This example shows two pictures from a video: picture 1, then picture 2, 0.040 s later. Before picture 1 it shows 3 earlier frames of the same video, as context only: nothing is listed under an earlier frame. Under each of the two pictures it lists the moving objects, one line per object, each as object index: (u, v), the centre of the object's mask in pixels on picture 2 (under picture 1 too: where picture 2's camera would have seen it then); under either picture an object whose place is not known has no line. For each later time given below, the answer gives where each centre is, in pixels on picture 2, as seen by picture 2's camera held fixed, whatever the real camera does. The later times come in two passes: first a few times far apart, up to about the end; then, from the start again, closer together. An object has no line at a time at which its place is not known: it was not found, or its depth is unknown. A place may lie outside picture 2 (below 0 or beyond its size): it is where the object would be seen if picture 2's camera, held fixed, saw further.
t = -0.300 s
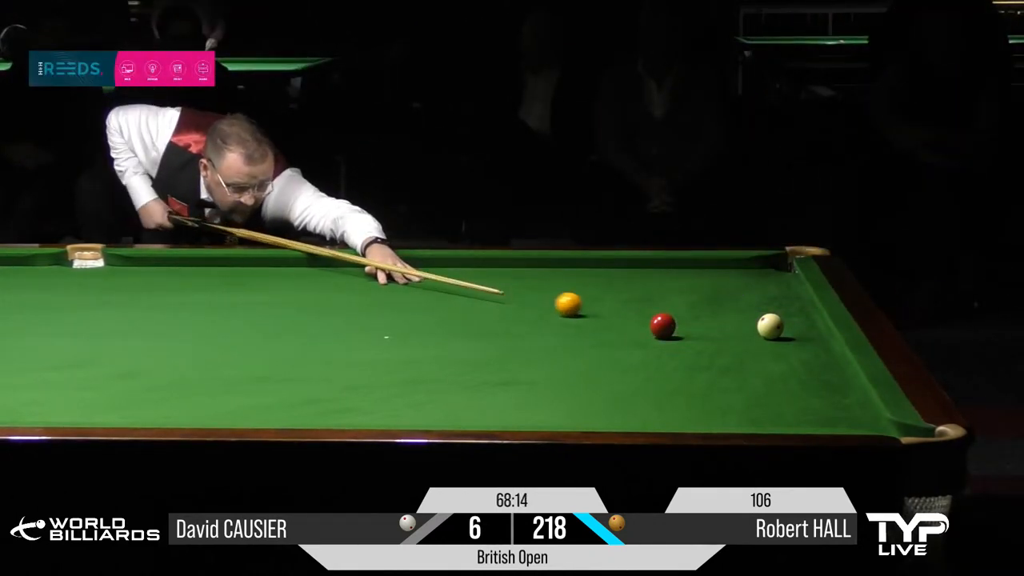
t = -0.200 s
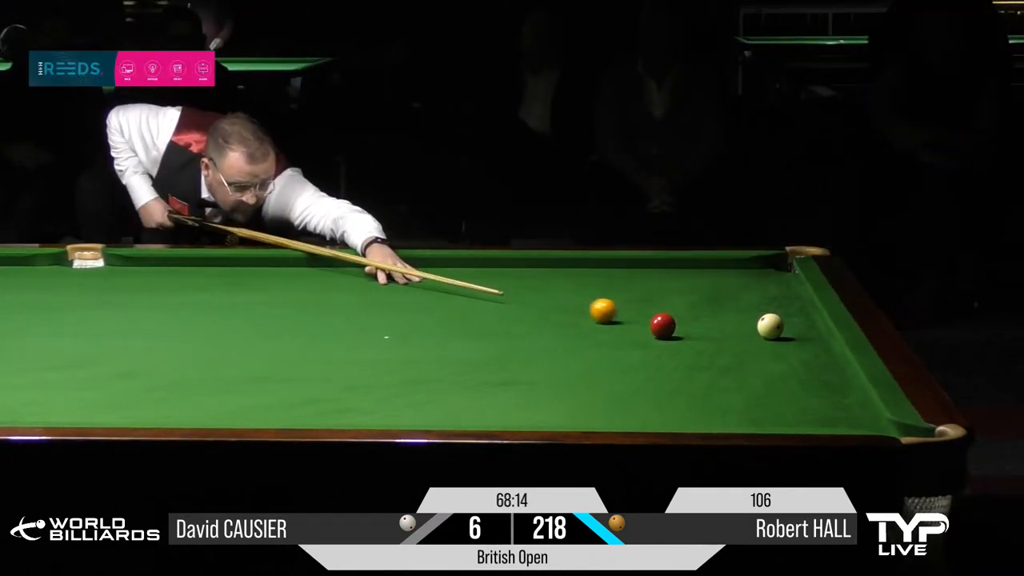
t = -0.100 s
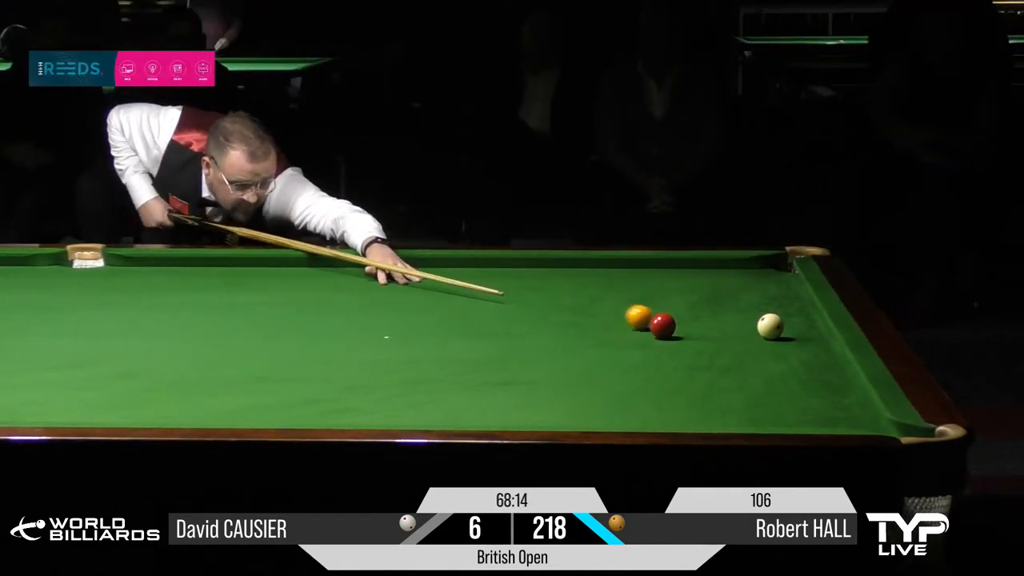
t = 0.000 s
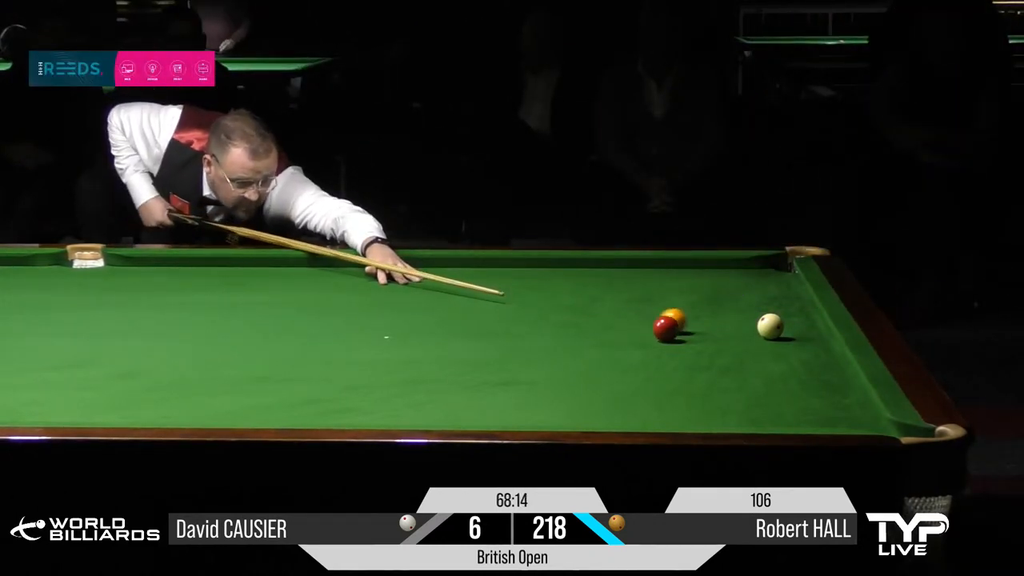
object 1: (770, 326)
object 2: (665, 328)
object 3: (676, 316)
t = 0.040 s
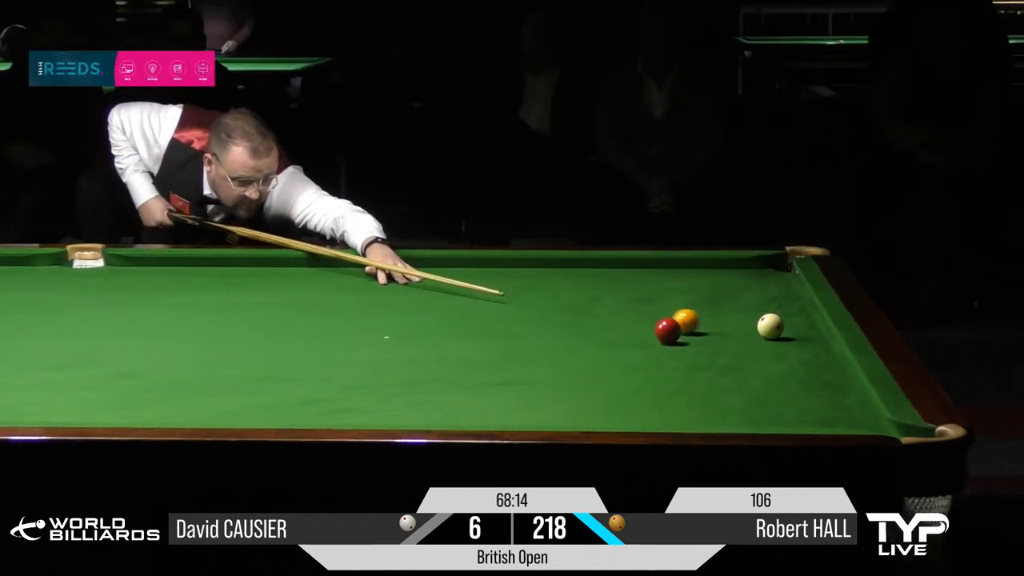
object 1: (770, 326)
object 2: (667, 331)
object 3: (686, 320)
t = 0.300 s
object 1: (785, 327)
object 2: (681, 343)
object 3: (750, 323)
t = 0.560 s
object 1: (810, 331)
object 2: (694, 356)
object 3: (771, 322)
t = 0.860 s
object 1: (780, 333)
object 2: (710, 370)
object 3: (793, 318)
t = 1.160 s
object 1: (753, 335)
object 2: (726, 385)
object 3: (807, 320)
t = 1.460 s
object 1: (732, 337)
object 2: (741, 400)
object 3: (809, 320)
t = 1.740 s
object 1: (717, 338)
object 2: (754, 412)
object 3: (807, 320)
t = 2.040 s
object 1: (705, 340)
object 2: (769, 419)
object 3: (807, 320)
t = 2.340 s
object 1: (699, 340)
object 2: (775, 419)
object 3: (807, 320)
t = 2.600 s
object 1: (696, 341)
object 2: (775, 417)
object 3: (807, 320)
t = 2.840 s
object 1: (696, 341)
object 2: (776, 415)
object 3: (807, 320)
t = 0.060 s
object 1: (770, 326)
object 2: (668, 331)
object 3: (691, 321)
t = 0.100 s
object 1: (770, 326)
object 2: (671, 333)
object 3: (704, 322)
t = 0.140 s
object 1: (770, 326)
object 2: (673, 335)
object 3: (716, 322)
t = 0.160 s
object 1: (770, 326)
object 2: (674, 336)
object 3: (723, 322)
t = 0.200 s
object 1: (770, 326)
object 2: (676, 338)
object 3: (736, 323)
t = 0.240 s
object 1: (772, 326)
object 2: (678, 340)
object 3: (746, 323)
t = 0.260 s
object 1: (777, 326)
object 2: (679, 341)
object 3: (747, 323)
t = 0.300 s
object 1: (785, 327)
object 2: (681, 343)
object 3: (750, 323)
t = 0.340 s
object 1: (793, 328)
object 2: (683, 345)
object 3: (753, 323)
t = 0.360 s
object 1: (797, 328)
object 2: (684, 346)
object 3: (755, 323)
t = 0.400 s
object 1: (804, 329)
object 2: (686, 348)
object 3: (758, 323)
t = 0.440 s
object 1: (811, 329)
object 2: (688, 350)
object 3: (762, 323)
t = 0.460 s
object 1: (815, 330)
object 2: (689, 351)
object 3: (763, 323)
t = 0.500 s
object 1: (817, 330)
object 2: (691, 353)
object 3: (766, 322)
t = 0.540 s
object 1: (812, 330)
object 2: (693, 355)
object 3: (770, 322)
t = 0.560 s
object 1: (810, 331)
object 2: (694, 356)
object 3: (771, 322)
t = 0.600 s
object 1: (806, 331)
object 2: (697, 358)
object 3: (774, 322)
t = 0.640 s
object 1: (801, 331)
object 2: (699, 360)
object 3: (777, 322)
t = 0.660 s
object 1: (799, 332)
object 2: (700, 361)
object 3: (778, 321)
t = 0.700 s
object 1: (795, 332)
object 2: (702, 363)
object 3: (779, 320)
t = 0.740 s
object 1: (791, 333)
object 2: (704, 365)
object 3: (781, 318)
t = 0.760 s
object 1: (789, 333)
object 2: (705, 366)
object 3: (783, 317)
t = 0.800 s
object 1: (785, 333)
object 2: (707, 368)
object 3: (788, 316)
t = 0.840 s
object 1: (781, 333)
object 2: (709, 370)
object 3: (792, 318)
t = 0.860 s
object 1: (780, 333)
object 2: (710, 370)
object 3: (793, 318)
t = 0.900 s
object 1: (775, 333)
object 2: (713, 373)
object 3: (795, 320)
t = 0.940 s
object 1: (772, 334)
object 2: (715, 375)
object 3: (796, 321)
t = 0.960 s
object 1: (770, 334)
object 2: (716, 376)
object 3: (797, 321)
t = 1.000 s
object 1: (767, 334)
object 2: (718, 377)
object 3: (799, 320)
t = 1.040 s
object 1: (763, 335)
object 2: (720, 379)
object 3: (801, 321)
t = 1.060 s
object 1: (761, 335)
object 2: (721, 380)
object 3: (802, 320)
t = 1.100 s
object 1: (758, 335)
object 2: (723, 382)
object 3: (804, 320)
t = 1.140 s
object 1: (755, 335)
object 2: (725, 384)
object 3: (806, 320)
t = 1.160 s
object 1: (753, 335)
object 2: (726, 385)
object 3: (807, 320)
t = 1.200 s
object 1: (750, 335)
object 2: (728, 387)
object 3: (809, 320)
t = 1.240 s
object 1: (747, 336)
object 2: (730, 389)
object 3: (811, 320)
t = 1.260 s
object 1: (746, 336)
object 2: (731, 390)
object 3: (811, 320)
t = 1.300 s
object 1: (743, 336)
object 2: (733, 392)
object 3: (812, 320)
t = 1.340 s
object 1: (740, 336)
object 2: (735, 394)
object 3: (811, 320)
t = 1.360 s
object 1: (739, 336)
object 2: (736, 395)
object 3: (811, 320)
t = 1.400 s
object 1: (736, 337)
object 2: (738, 397)
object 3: (810, 320)
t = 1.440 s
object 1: (733, 337)
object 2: (740, 399)
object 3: (809, 320)
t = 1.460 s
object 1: (732, 337)
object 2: (741, 400)
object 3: (809, 320)
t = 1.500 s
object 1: (729, 337)
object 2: (743, 402)
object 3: (808, 320)
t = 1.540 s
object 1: (727, 337)
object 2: (745, 404)
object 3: (808, 320)
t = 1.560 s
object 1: (726, 338)
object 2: (746, 405)
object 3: (807, 320)
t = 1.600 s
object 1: (724, 338)
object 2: (748, 406)
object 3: (807, 320)
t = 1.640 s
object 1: (722, 338)
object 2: (750, 408)
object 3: (807, 320)
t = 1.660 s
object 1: (721, 338)
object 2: (751, 409)
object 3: (807, 320)
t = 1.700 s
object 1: (719, 338)
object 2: (753, 410)
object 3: (807, 320)
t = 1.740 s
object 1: (717, 338)
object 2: (754, 412)
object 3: (807, 320)
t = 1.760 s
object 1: (716, 338)
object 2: (755, 412)
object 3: (807, 319)
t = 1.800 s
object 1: (714, 339)
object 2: (757, 414)
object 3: (807, 320)
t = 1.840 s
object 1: (712, 339)
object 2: (759, 414)
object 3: (807, 319)
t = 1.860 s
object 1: (711, 339)
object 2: (760, 415)
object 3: (807, 319)
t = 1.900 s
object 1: (710, 339)
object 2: (762, 416)
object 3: (807, 320)
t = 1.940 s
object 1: (708, 339)
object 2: (764, 417)
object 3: (807, 320)
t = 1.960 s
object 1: (708, 339)
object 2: (765, 418)
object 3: (807, 320)
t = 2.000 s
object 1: (706, 340)
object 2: (767, 418)
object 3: (808, 319)
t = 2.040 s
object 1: (705, 340)
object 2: (769, 419)
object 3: (807, 320)
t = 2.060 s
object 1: (705, 340)
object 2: (770, 420)
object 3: (808, 320)
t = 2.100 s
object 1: (704, 340)
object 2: (771, 421)
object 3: (808, 320)
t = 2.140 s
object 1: (703, 340)
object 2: (773, 421)
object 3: (807, 320)
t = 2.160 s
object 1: (702, 340)
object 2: (774, 422)
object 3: (808, 319)
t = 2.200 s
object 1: (701, 340)
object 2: (774, 421)
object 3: (807, 320)
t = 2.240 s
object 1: (700, 340)
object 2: (774, 421)
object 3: (807, 319)
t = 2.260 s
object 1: (700, 340)
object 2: (774, 420)
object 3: (807, 320)
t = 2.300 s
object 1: (700, 340)
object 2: (775, 420)
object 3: (807, 320)
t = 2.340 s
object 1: (699, 340)
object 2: (775, 419)
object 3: (807, 320)
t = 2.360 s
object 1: (699, 340)
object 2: (775, 419)
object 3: (807, 320)
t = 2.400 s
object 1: (698, 340)
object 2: (775, 419)
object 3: (807, 320)
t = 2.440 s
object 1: (698, 340)
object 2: (775, 418)
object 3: (808, 319)
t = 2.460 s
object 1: (698, 341)
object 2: (775, 418)
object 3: (808, 320)
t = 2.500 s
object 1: (697, 341)
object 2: (775, 418)
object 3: (808, 320)
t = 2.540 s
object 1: (697, 341)
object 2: (775, 417)
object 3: (808, 319)
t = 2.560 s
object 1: (696, 341)
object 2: (776, 417)
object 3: (807, 320)
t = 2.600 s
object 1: (696, 341)
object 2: (775, 417)
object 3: (807, 320)
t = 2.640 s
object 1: (696, 341)
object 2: (776, 417)
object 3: (807, 320)
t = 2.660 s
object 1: (696, 341)
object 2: (776, 416)
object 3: (807, 319)
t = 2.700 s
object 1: (696, 341)
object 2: (776, 416)
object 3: (807, 320)
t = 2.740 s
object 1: (696, 341)
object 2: (776, 416)
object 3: (807, 320)
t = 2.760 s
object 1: (696, 341)
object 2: (776, 415)
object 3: (807, 320)
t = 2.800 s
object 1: (696, 341)
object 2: (776, 415)
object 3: (807, 319)
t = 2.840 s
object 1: (696, 341)
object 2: (776, 415)
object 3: (807, 320)
